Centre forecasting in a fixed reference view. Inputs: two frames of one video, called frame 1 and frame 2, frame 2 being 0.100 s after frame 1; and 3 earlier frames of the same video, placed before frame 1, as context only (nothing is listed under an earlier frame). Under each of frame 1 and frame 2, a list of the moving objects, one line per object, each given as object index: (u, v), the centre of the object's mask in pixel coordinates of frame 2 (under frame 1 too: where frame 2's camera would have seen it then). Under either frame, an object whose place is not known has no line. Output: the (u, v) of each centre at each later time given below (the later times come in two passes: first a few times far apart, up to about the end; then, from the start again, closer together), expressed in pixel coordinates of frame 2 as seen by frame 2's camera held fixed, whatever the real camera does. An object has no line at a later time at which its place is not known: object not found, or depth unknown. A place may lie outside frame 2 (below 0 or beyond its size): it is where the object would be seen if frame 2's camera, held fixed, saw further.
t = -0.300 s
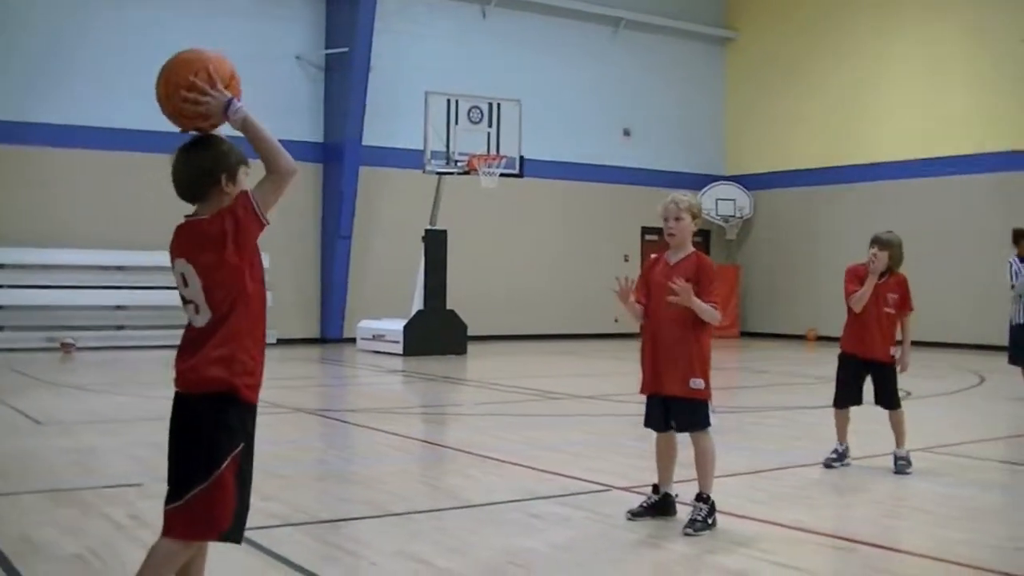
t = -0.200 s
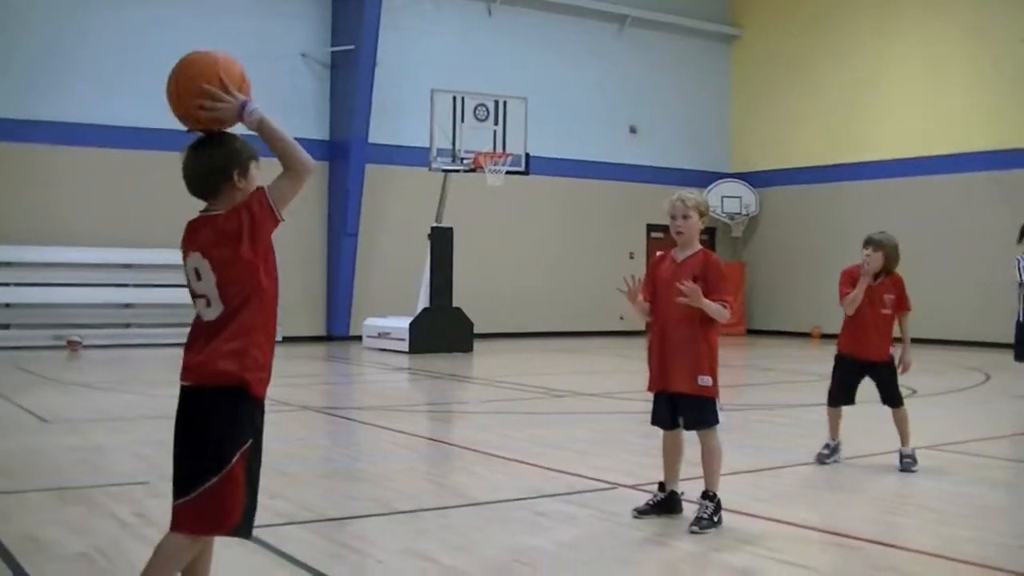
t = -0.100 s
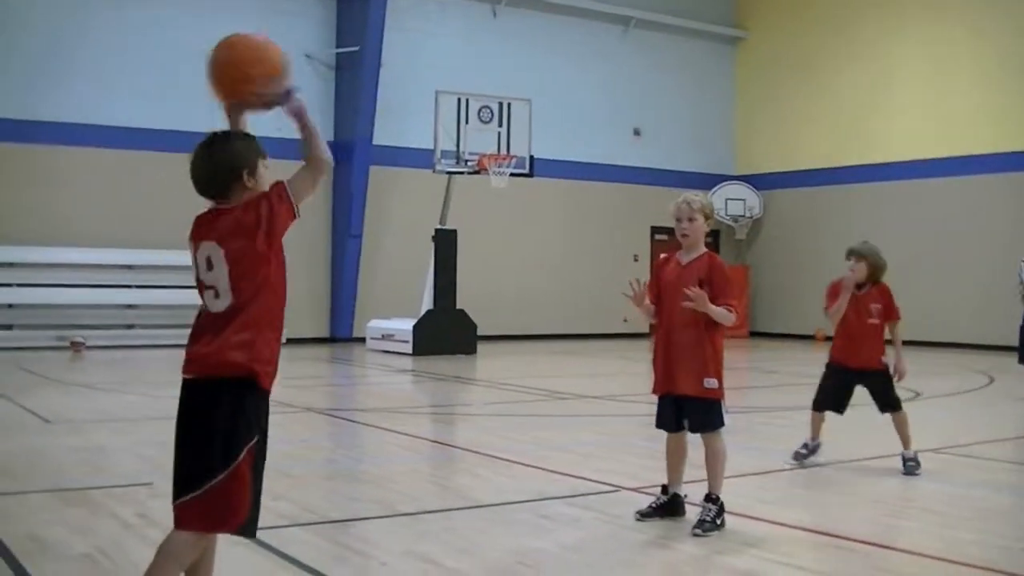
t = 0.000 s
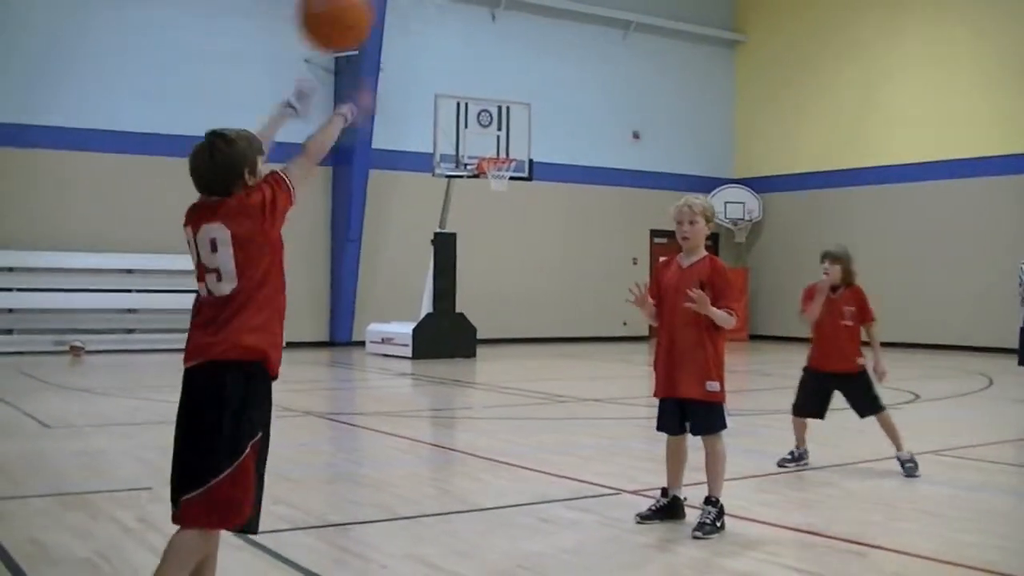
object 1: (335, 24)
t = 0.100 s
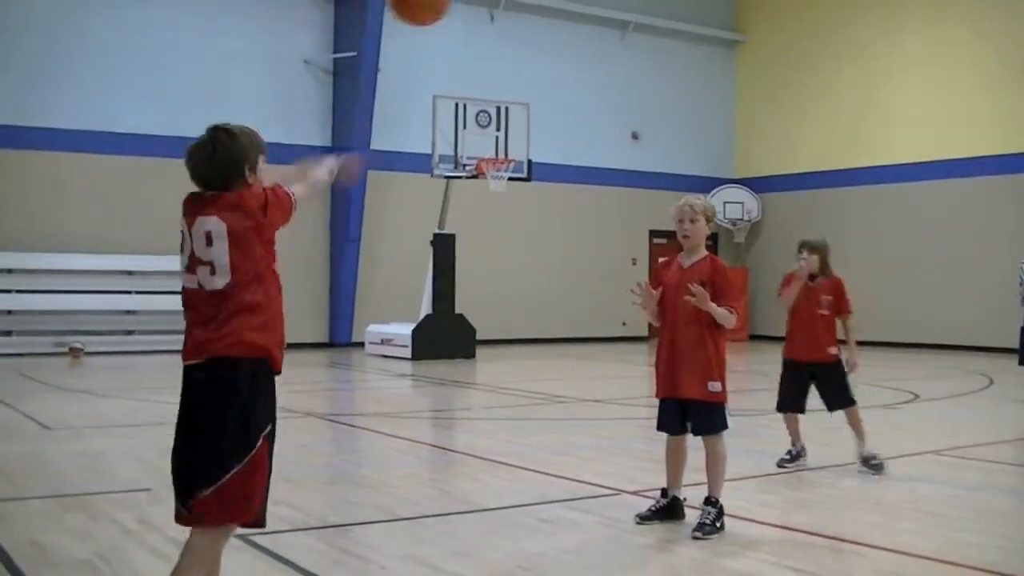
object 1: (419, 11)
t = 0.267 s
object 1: (530, 18)
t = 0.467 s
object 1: (631, 118)
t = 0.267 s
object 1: (530, 18)
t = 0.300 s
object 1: (550, 28)
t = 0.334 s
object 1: (568, 42)
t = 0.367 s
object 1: (585, 59)
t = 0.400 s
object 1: (601, 77)
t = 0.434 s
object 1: (617, 96)
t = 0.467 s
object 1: (631, 118)
